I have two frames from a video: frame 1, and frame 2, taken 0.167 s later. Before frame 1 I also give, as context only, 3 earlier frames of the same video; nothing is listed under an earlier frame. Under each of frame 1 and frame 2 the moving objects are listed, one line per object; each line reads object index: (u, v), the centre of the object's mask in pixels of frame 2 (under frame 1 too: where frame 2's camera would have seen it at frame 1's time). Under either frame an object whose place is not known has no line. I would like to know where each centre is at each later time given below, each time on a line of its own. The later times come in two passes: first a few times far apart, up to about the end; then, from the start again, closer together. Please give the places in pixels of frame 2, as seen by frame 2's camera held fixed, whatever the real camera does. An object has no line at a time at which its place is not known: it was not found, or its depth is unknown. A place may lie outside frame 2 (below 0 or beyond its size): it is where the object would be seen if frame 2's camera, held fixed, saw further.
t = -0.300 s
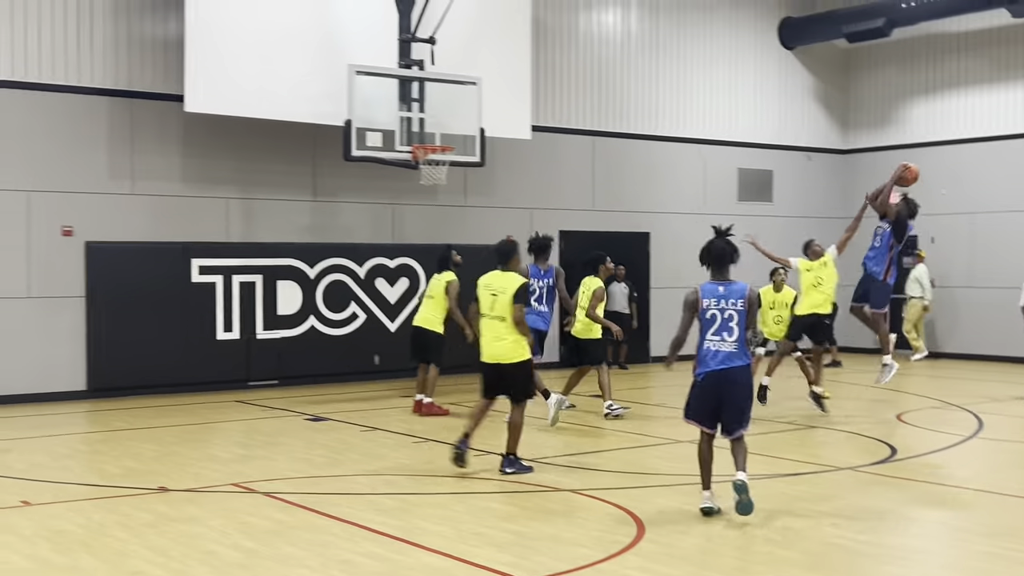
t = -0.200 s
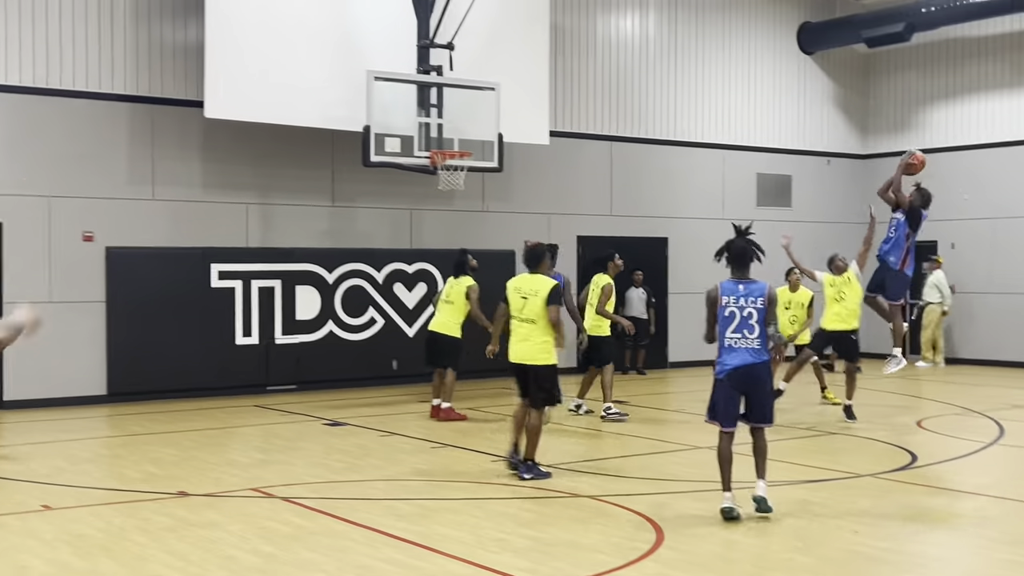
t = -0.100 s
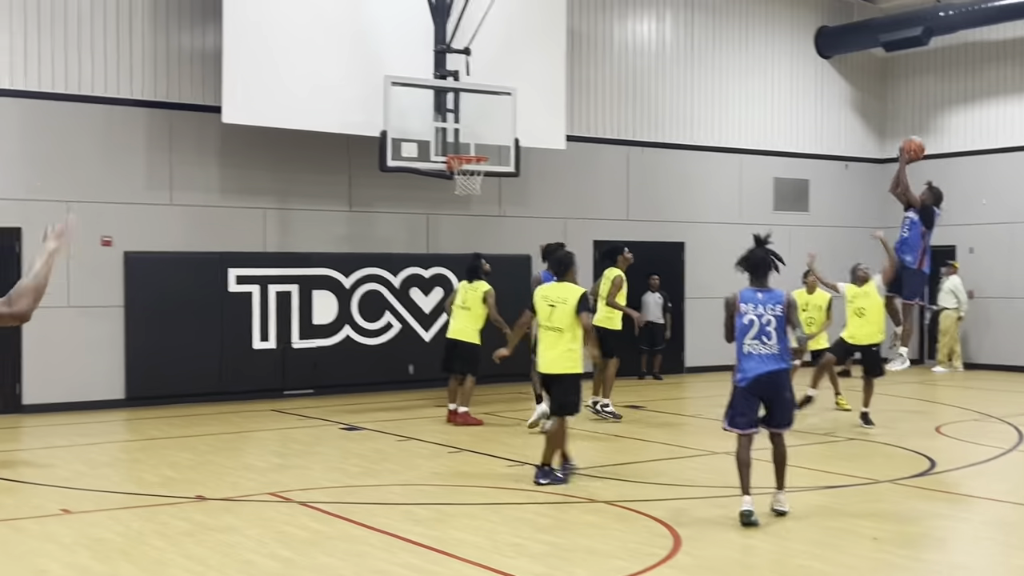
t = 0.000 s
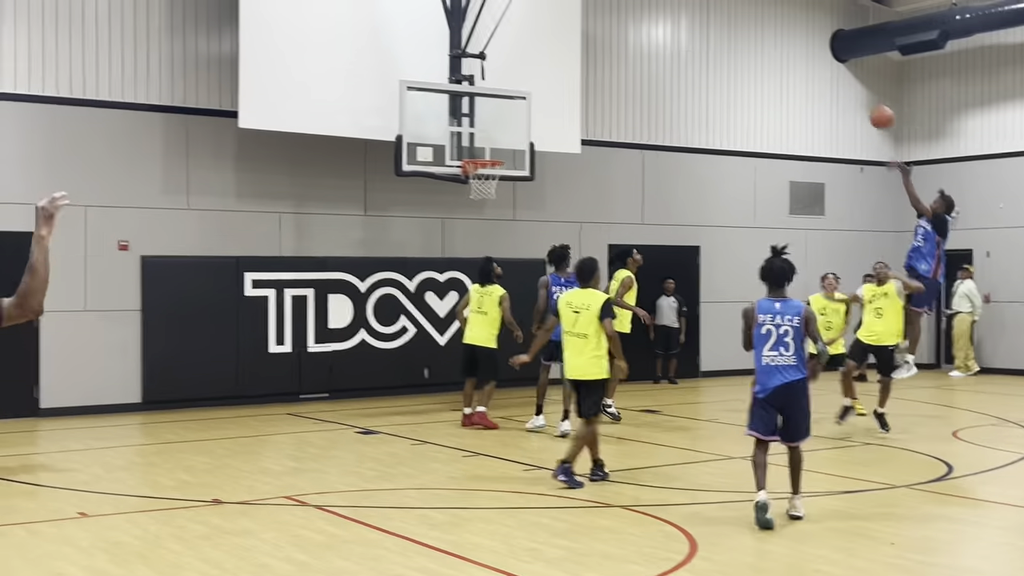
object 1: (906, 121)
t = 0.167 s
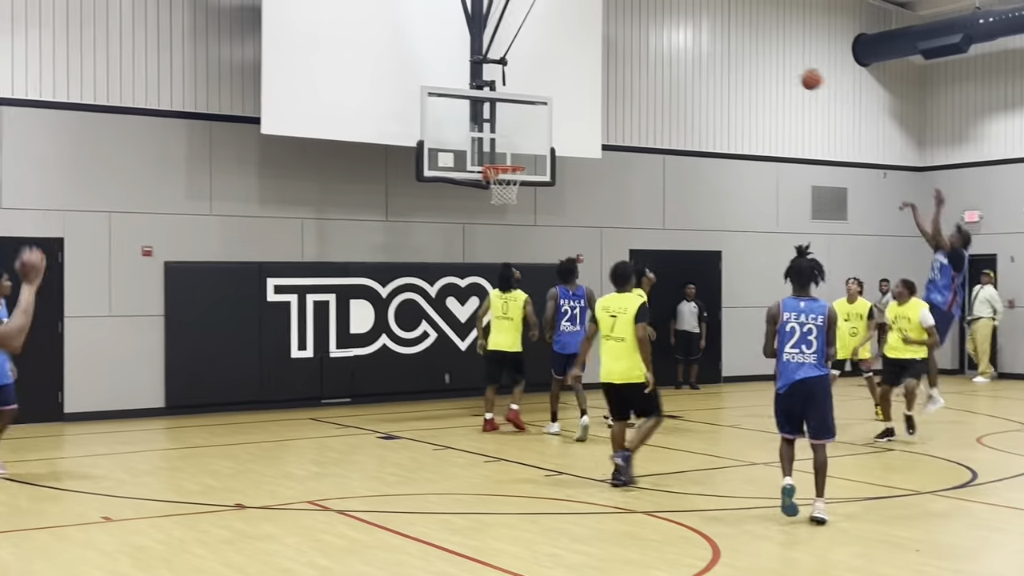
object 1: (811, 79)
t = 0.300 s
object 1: (743, 65)
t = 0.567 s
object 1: (613, 84)
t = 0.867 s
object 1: (499, 159)
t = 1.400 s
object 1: (484, 113)
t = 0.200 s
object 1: (794, 74)
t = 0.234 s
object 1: (776, 70)
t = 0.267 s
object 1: (759, 67)
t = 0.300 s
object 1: (743, 65)
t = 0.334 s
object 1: (726, 64)
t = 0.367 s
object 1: (709, 64)
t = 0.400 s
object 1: (692, 65)
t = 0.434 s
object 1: (676, 67)
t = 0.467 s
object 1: (660, 70)
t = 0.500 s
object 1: (645, 74)
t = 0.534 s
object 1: (629, 79)
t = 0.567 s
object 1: (613, 84)
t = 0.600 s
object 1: (599, 91)
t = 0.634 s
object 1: (583, 98)
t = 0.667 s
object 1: (569, 106)
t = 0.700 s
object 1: (554, 114)
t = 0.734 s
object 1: (540, 124)
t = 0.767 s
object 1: (525, 135)
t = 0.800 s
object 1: (512, 147)
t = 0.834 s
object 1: (498, 157)
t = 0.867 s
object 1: (499, 159)
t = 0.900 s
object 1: (513, 160)
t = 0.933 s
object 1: (515, 156)
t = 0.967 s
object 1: (512, 147)
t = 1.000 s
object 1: (509, 139)
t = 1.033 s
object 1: (507, 132)
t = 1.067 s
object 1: (506, 126)
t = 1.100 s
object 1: (504, 120)
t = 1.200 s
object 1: (497, 109)
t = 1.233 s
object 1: (495, 108)
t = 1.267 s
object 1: (493, 107)
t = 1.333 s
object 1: (487, 109)
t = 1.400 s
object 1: (484, 113)
